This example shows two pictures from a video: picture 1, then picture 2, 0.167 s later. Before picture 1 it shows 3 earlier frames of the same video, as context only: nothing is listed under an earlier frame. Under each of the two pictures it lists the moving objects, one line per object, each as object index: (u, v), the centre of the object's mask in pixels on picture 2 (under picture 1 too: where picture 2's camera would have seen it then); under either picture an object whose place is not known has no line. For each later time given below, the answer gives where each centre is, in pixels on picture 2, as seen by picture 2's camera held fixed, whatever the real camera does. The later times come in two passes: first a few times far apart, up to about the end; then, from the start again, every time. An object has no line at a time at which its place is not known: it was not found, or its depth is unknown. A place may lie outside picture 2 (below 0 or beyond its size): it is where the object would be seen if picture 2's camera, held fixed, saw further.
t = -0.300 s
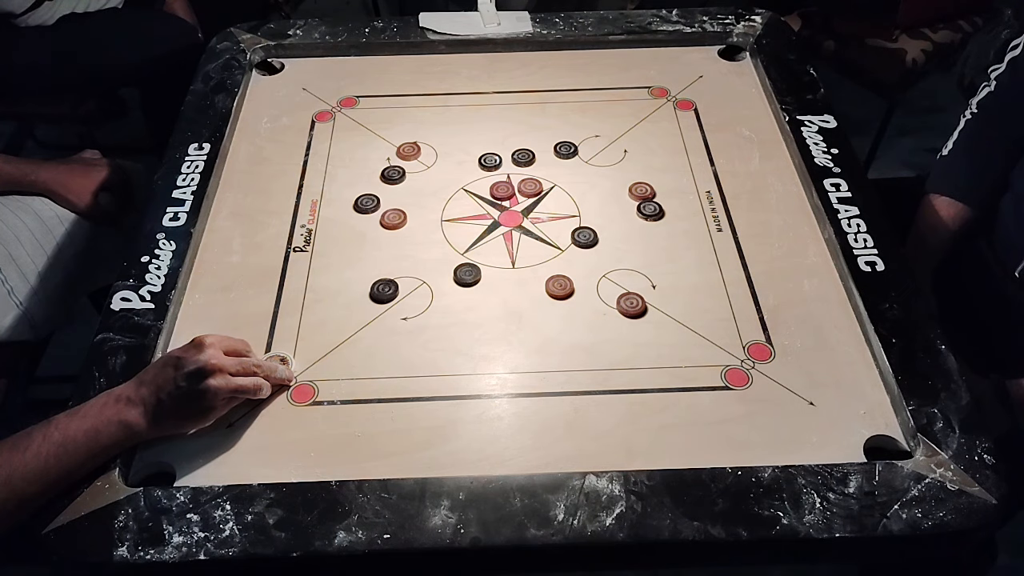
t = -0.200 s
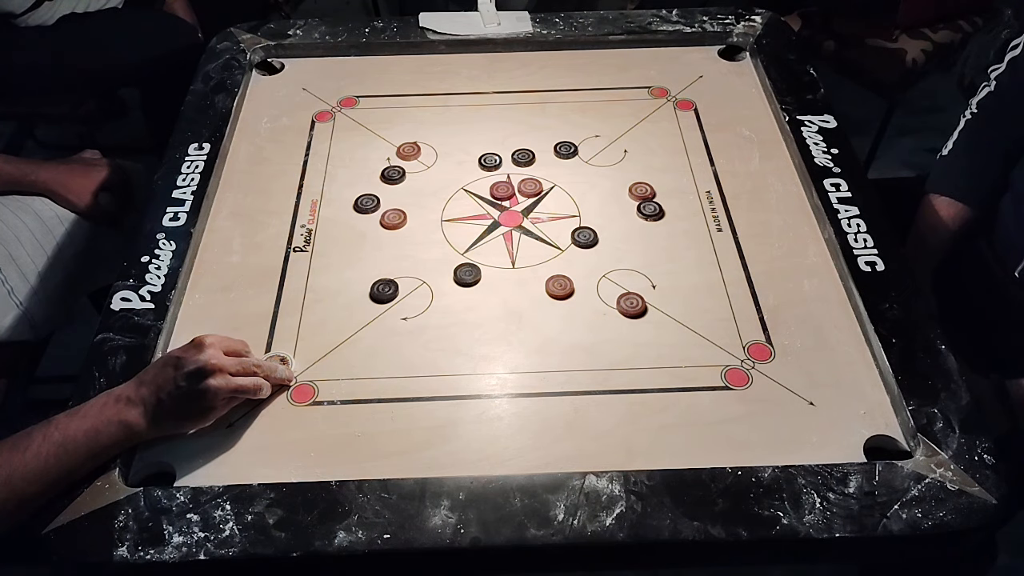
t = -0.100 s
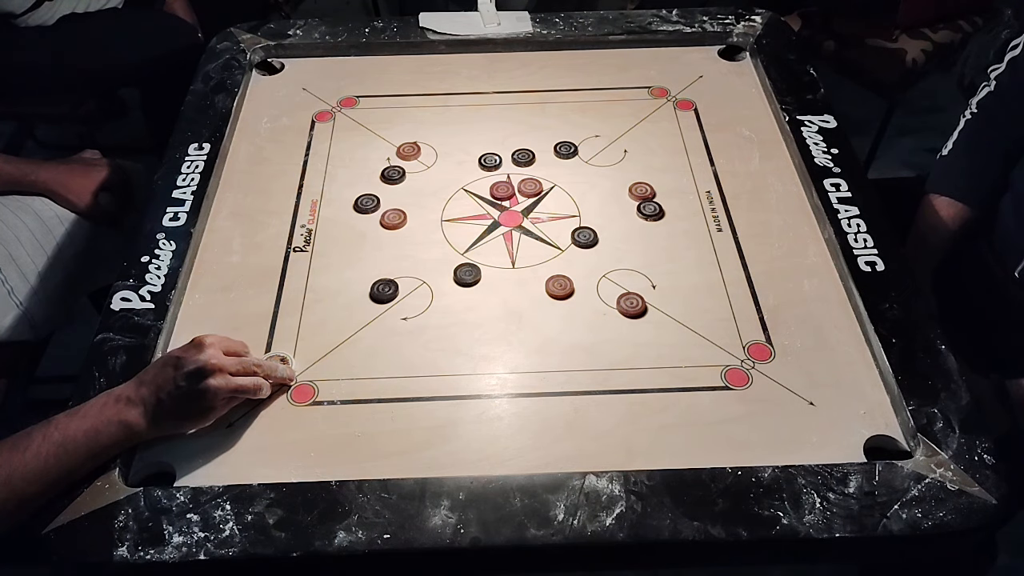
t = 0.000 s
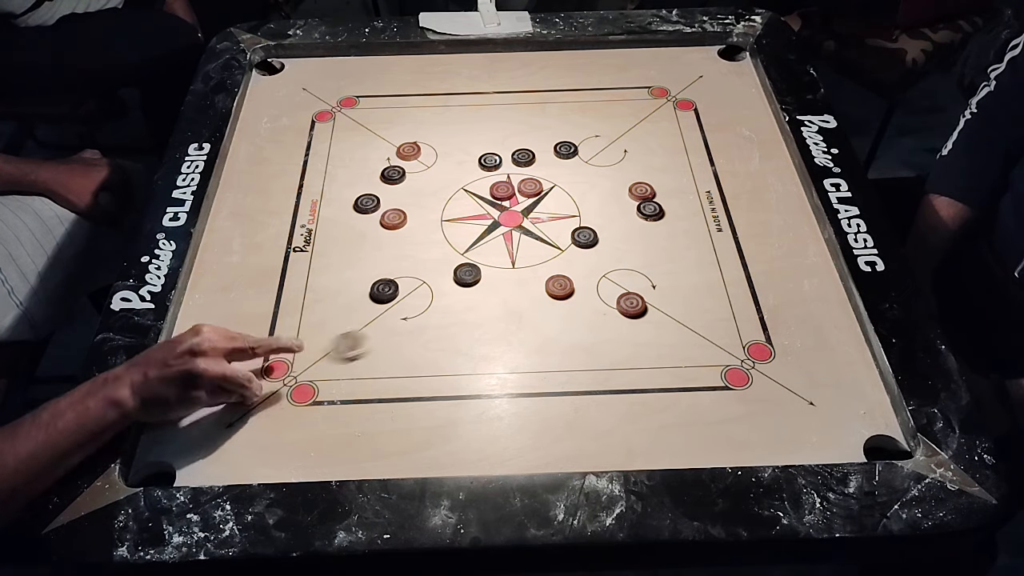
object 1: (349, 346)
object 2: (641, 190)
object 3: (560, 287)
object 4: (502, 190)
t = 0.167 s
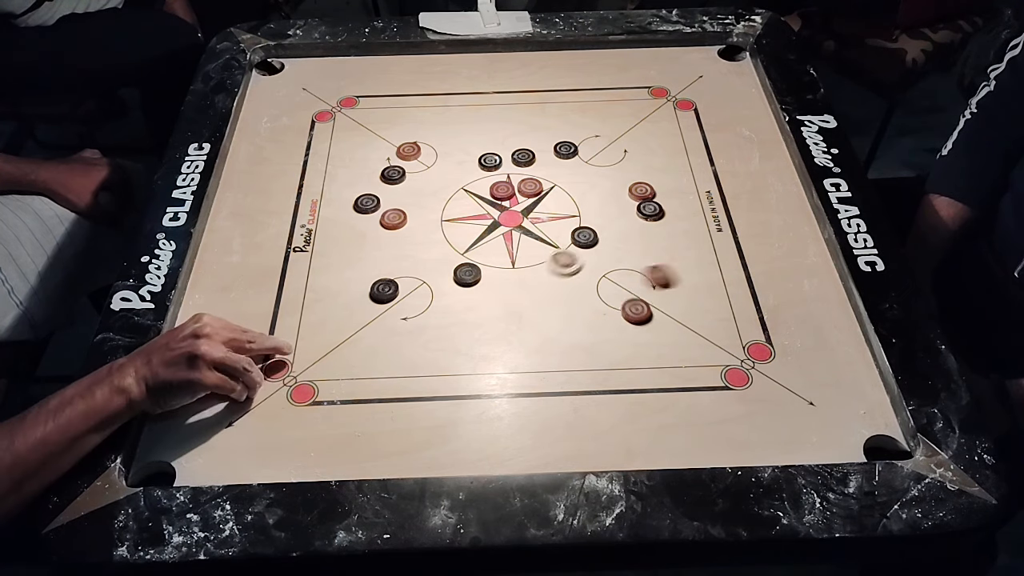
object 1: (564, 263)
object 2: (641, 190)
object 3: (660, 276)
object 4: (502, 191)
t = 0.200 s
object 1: (581, 254)
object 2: (641, 190)
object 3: (713, 266)
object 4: (502, 191)
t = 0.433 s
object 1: (644, 230)
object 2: (716, 159)
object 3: (682, 218)
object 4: (502, 191)
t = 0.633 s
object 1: (645, 229)
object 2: (753, 141)
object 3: (727, 210)
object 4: (467, 197)
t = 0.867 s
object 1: (645, 229)
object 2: (757, 139)
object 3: (730, 210)
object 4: (451, 199)
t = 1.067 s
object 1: (645, 229)
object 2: (757, 139)
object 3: (730, 210)
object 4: (451, 199)
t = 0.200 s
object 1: (581, 254)
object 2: (641, 190)
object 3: (713, 266)
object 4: (502, 191)
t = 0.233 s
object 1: (594, 250)
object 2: (641, 191)
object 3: (765, 255)
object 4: (502, 191)
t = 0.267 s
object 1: (606, 245)
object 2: (649, 188)
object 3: (811, 245)
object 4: (502, 191)
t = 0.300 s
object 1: (617, 241)
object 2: (665, 181)
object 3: (772, 237)
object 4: (502, 191)
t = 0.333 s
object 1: (627, 237)
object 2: (679, 174)
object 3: (730, 229)
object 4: (502, 191)
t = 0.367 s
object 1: (635, 234)
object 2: (693, 169)
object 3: (689, 221)
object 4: (502, 191)
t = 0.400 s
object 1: (643, 231)
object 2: (705, 164)
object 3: (672, 220)
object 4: (502, 191)
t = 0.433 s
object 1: (644, 230)
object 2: (716, 159)
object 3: (682, 218)
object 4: (502, 191)
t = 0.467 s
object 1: (644, 229)
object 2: (724, 155)
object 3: (693, 217)
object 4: (502, 191)
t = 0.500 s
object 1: (645, 229)
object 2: (733, 151)
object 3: (703, 215)
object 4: (502, 191)
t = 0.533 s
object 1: (645, 229)
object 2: (740, 148)
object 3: (711, 214)
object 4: (492, 192)
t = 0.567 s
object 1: (645, 229)
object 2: (746, 145)
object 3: (718, 212)
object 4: (483, 194)
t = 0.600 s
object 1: (645, 229)
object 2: (750, 142)
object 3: (723, 211)
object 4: (474, 195)
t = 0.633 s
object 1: (645, 229)
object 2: (753, 141)
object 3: (727, 210)
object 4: (467, 197)
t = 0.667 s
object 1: (645, 229)
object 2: (755, 140)
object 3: (729, 210)
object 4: (461, 198)
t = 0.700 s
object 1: (645, 229)
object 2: (757, 139)
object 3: (730, 210)
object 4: (456, 199)
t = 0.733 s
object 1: (645, 229)
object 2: (757, 139)
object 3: (730, 210)
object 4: (453, 199)
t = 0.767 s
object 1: (645, 229)
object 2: (757, 139)
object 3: (730, 210)
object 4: (451, 199)
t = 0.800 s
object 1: (645, 229)
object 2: (757, 139)
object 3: (730, 210)
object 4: (451, 199)
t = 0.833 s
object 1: (645, 229)
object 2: (757, 139)
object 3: (730, 210)
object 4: (451, 199)
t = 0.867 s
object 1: (645, 229)
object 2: (757, 139)
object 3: (730, 210)
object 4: (451, 199)
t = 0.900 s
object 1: (645, 229)
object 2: (757, 139)
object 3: (730, 210)
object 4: (451, 199)
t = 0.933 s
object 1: (645, 229)
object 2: (757, 139)
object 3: (730, 210)
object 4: (451, 199)
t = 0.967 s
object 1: (645, 229)
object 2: (757, 139)
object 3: (730, 210)
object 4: (451, 199)
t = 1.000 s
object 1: (645, 229)
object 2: (758, 139)
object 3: (731, 210)
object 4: (451, 199)
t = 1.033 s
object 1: (645, 229)
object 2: (757, 139)
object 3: (730, 210)
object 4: (451, 199)
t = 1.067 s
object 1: (645, 229)
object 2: (757, 139)
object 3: (730, 210)
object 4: (451, 199)
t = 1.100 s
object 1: (645, 229)
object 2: (757, 139)
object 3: (730, 210)
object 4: (451, 199)
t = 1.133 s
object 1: (645, 229)
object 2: (757, 139)
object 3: (730, 210)
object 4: (451, 199)
